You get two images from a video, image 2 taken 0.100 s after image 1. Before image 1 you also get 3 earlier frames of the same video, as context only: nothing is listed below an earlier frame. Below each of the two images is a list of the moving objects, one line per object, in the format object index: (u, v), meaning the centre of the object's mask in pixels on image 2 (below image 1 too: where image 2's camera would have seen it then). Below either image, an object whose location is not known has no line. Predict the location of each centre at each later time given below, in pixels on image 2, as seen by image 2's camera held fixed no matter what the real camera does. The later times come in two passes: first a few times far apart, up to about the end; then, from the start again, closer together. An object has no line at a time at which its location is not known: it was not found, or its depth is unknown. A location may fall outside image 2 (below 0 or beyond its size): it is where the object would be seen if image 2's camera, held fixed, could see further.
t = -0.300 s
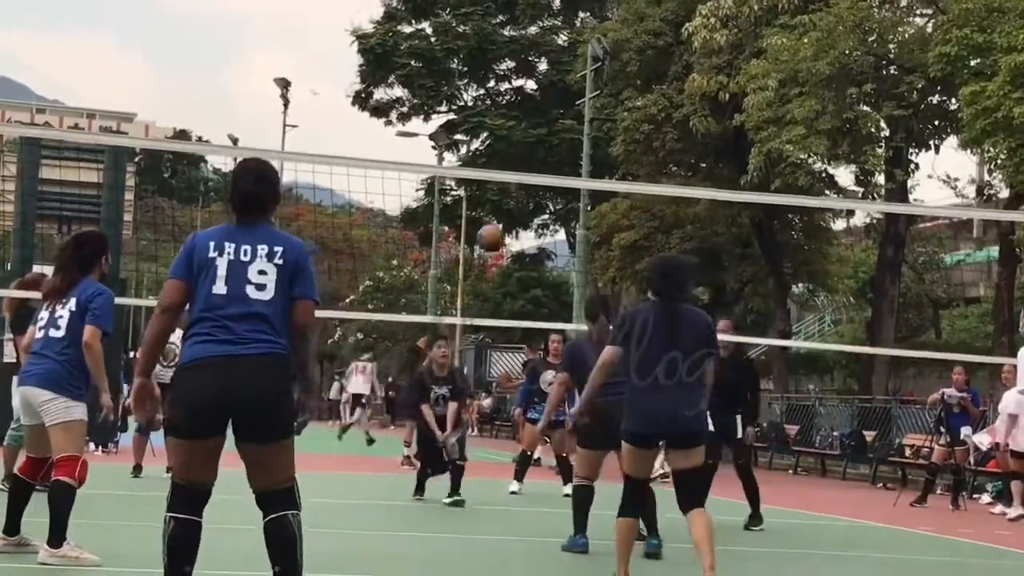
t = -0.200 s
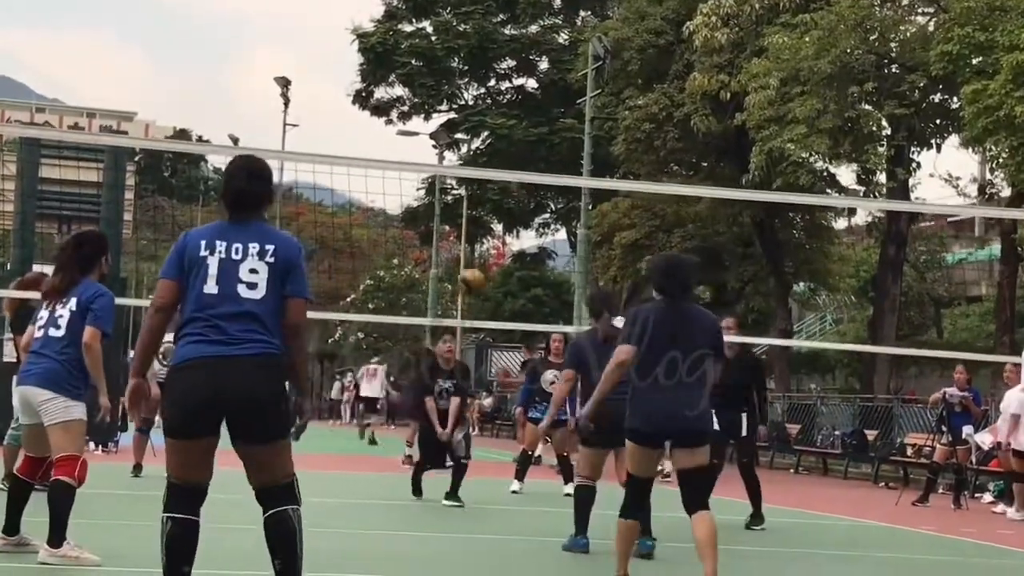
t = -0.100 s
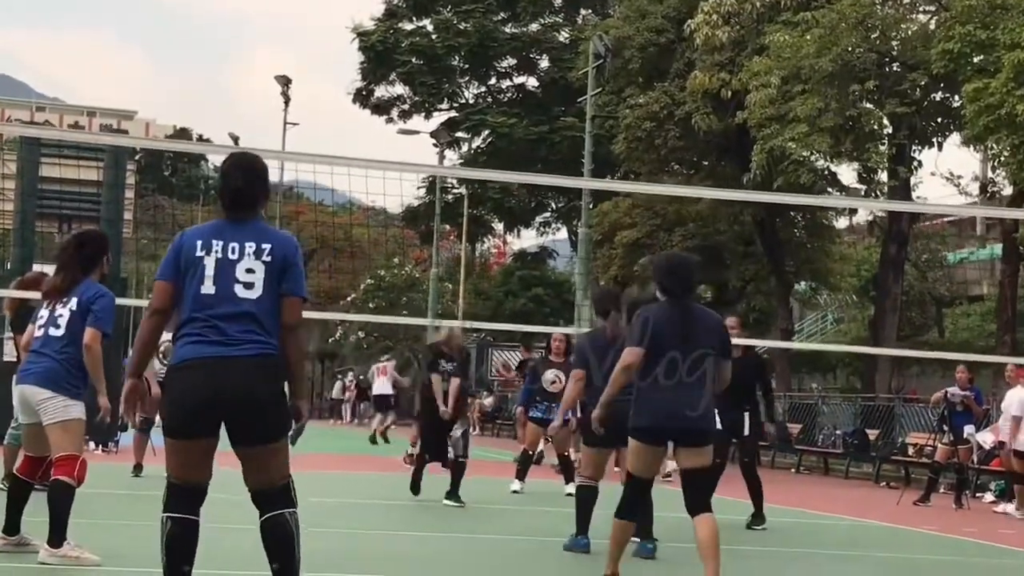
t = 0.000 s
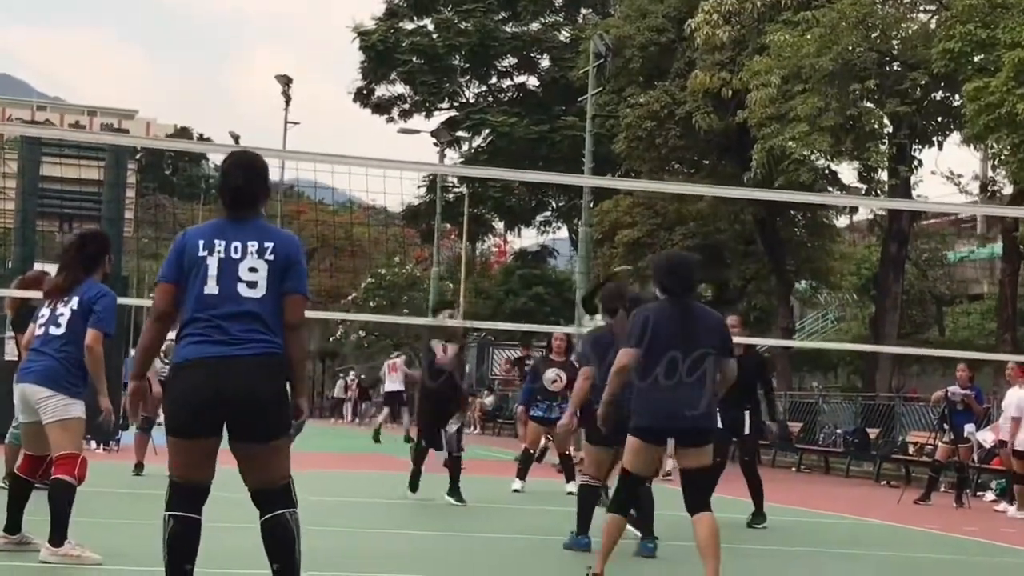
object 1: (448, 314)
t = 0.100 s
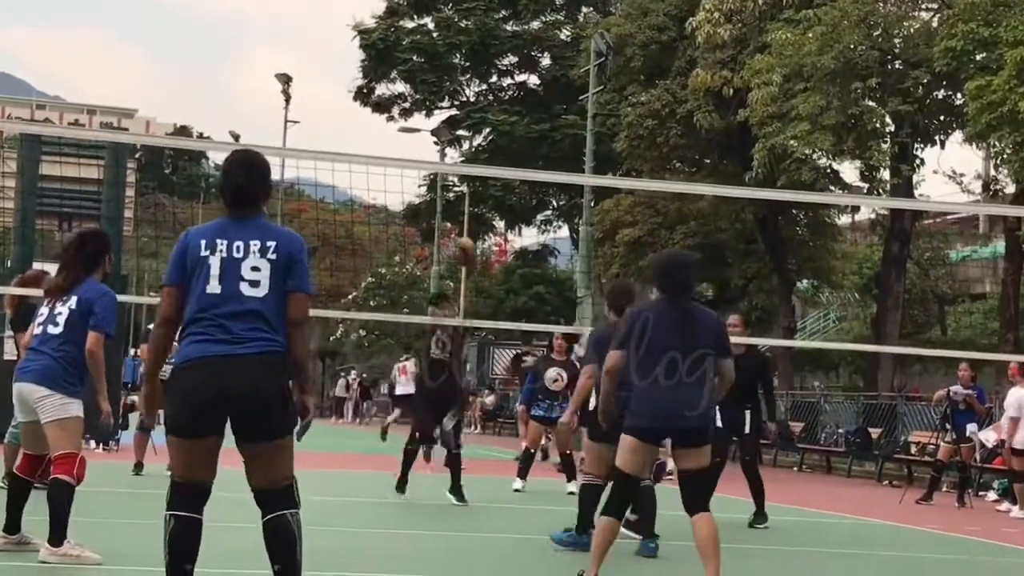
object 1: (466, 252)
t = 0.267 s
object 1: (485, 155)
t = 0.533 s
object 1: (520, 75)
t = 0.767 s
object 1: (552, 88)
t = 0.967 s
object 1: (581, 184)
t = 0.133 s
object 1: (468, 230)
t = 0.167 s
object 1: (472, 211)
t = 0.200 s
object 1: (475, 191)
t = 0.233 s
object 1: (481, 164)
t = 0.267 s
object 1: (485, 155)
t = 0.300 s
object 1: (488, 141)
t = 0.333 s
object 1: (495, 124)
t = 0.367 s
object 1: (498, 113)
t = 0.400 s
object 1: (499, 102)
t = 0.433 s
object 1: (506, 91)
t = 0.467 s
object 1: (510, 84)
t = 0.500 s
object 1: (516, 77)
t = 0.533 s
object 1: (520, 75)
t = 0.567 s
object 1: (524, 71)
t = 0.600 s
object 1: (527, 71)
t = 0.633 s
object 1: (533, 71)
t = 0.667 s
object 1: (538, 71)
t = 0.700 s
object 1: (543, 75)
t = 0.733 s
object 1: (548, 79)
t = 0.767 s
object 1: (552, 88)
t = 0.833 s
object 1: (561, 110)
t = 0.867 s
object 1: (566, 124)
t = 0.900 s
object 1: (571, 143)
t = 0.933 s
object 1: (575, 163)
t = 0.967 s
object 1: (581, 184)
